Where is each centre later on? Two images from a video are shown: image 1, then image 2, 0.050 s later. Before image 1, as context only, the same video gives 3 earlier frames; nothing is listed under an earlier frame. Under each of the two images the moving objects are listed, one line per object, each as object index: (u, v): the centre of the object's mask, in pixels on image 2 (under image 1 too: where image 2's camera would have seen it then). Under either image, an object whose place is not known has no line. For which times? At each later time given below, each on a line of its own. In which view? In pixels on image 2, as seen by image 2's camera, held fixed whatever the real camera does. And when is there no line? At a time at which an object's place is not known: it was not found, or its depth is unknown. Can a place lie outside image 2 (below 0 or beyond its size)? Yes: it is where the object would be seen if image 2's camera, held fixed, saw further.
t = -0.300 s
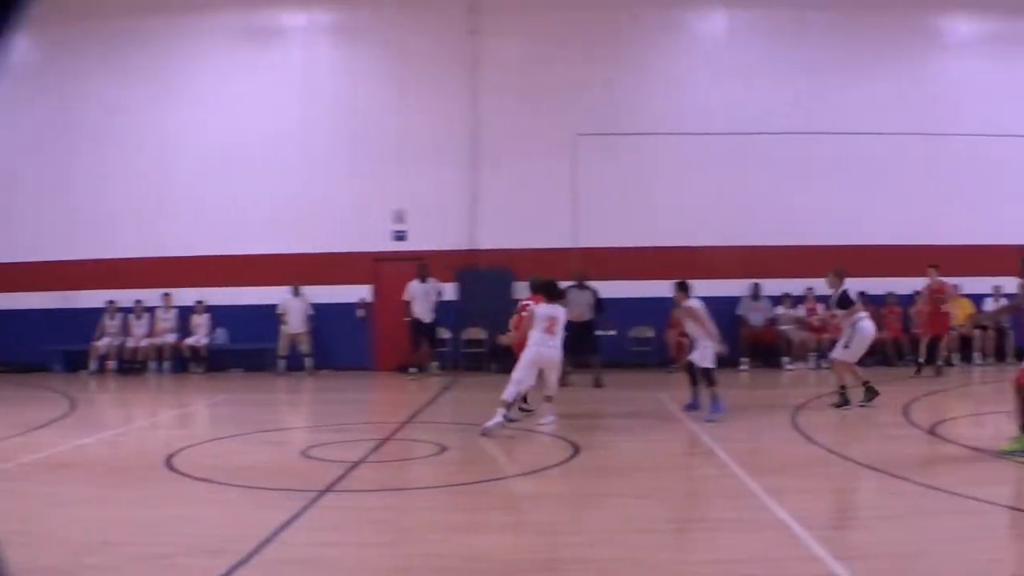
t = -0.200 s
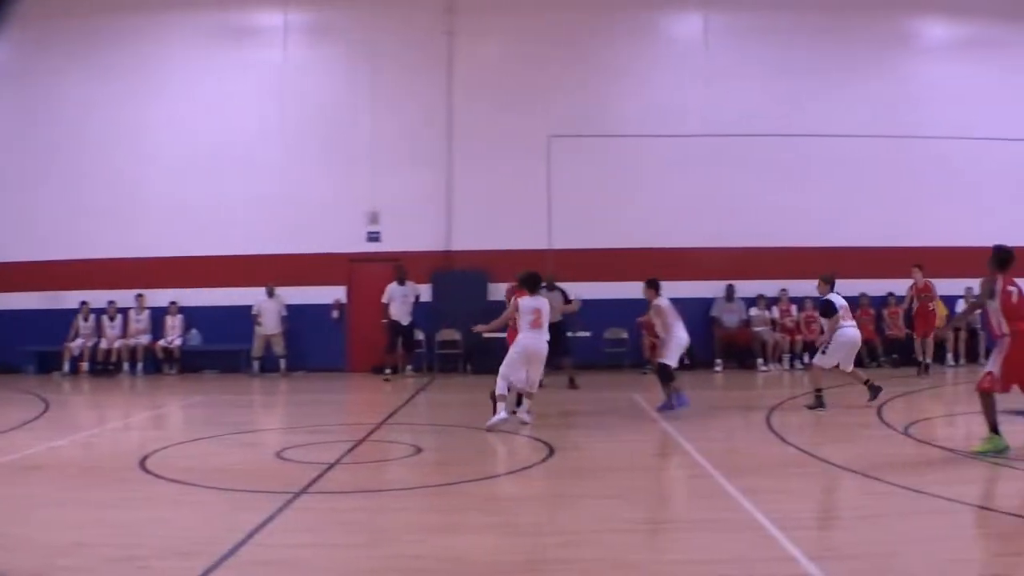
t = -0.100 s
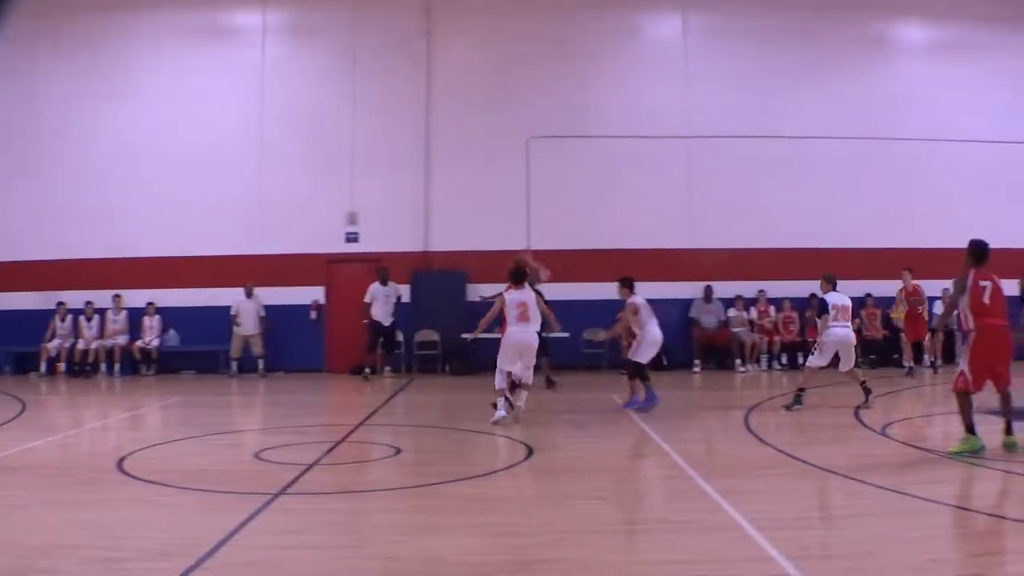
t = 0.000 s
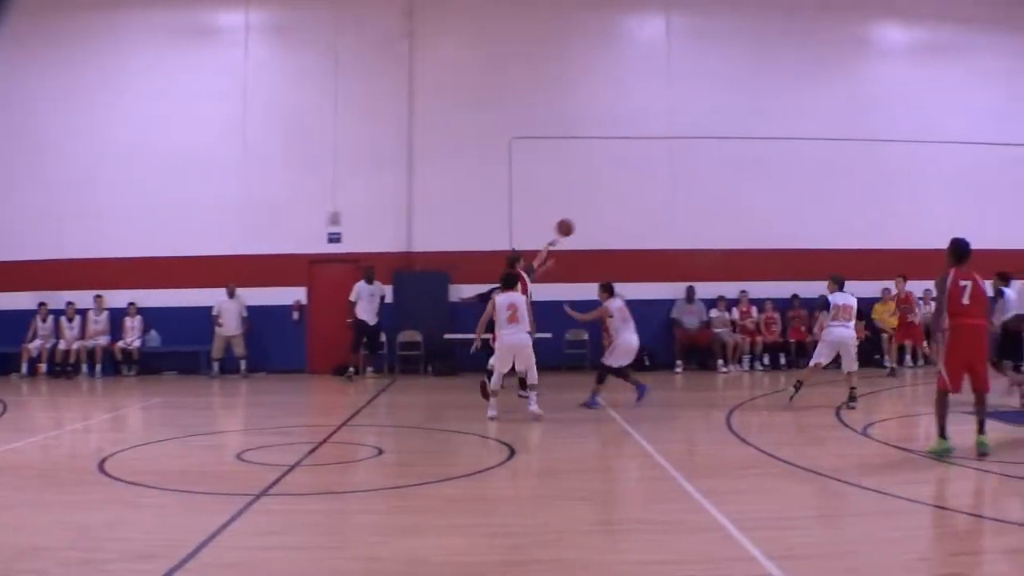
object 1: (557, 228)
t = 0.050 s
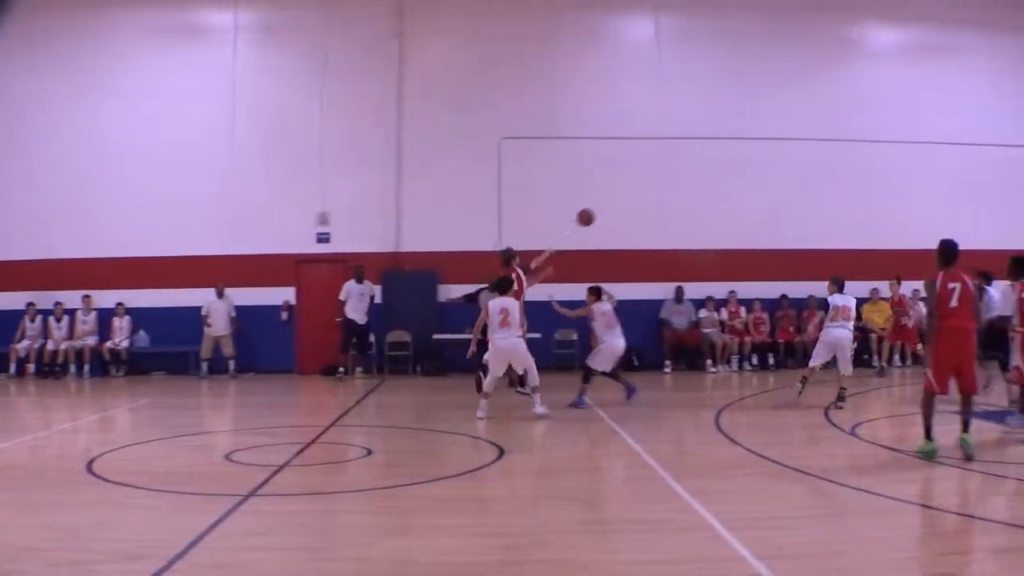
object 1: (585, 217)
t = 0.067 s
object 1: (594, 214)
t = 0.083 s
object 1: (603, 211)
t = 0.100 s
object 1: (612, 208)
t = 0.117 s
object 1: (620, 206)
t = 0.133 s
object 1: (628, 204)
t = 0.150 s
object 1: (636, 202)
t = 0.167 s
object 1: (643, 200)
